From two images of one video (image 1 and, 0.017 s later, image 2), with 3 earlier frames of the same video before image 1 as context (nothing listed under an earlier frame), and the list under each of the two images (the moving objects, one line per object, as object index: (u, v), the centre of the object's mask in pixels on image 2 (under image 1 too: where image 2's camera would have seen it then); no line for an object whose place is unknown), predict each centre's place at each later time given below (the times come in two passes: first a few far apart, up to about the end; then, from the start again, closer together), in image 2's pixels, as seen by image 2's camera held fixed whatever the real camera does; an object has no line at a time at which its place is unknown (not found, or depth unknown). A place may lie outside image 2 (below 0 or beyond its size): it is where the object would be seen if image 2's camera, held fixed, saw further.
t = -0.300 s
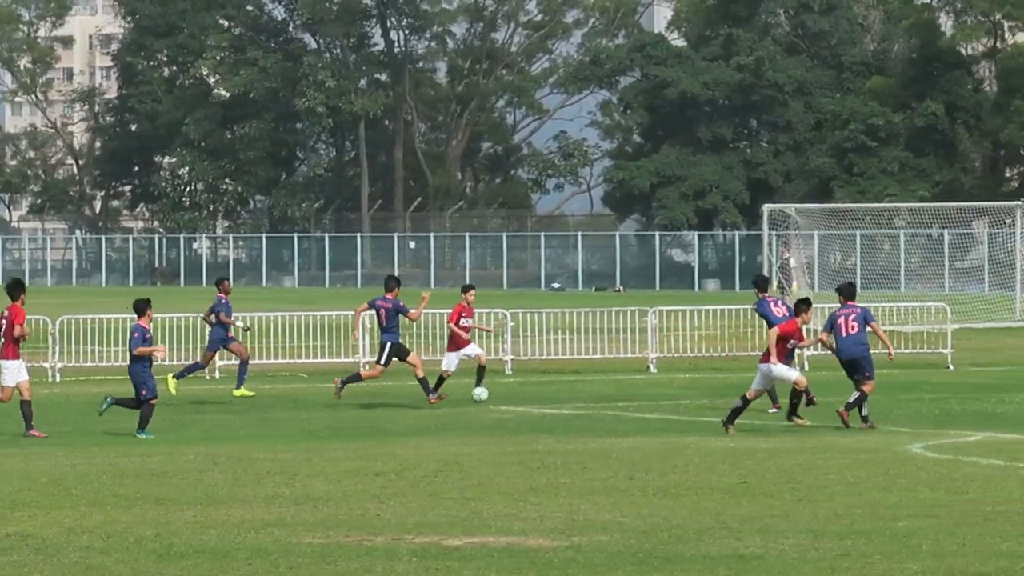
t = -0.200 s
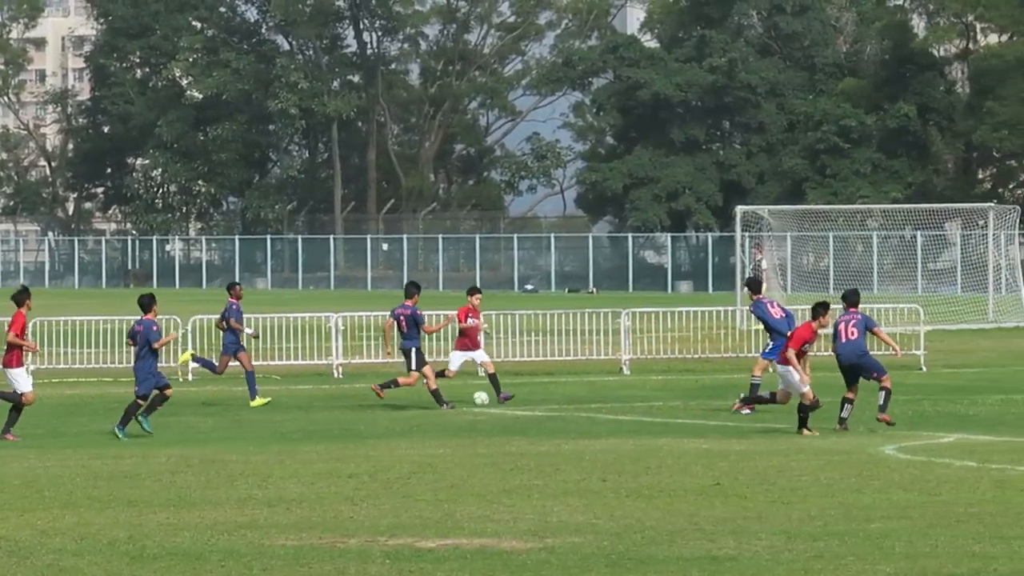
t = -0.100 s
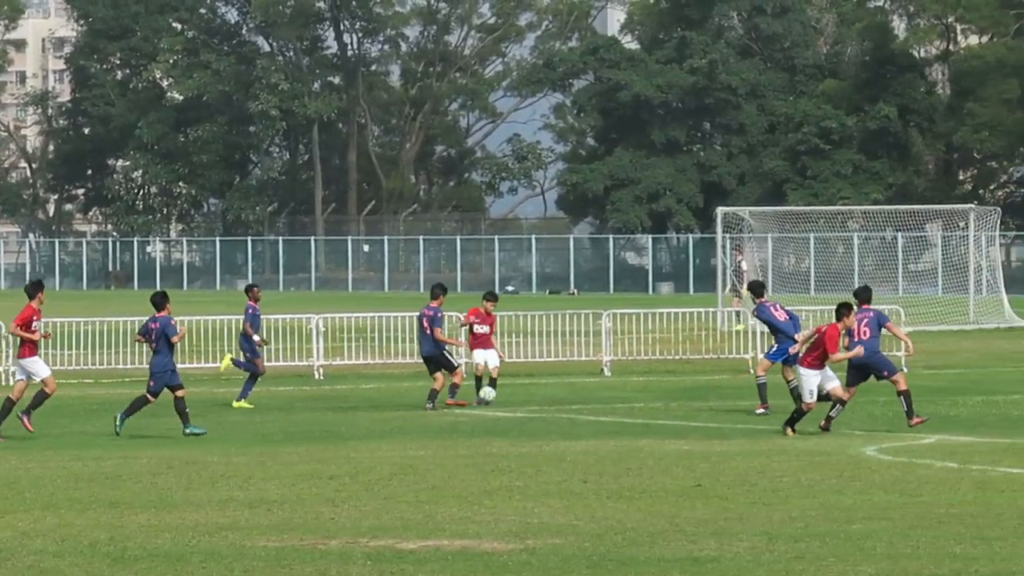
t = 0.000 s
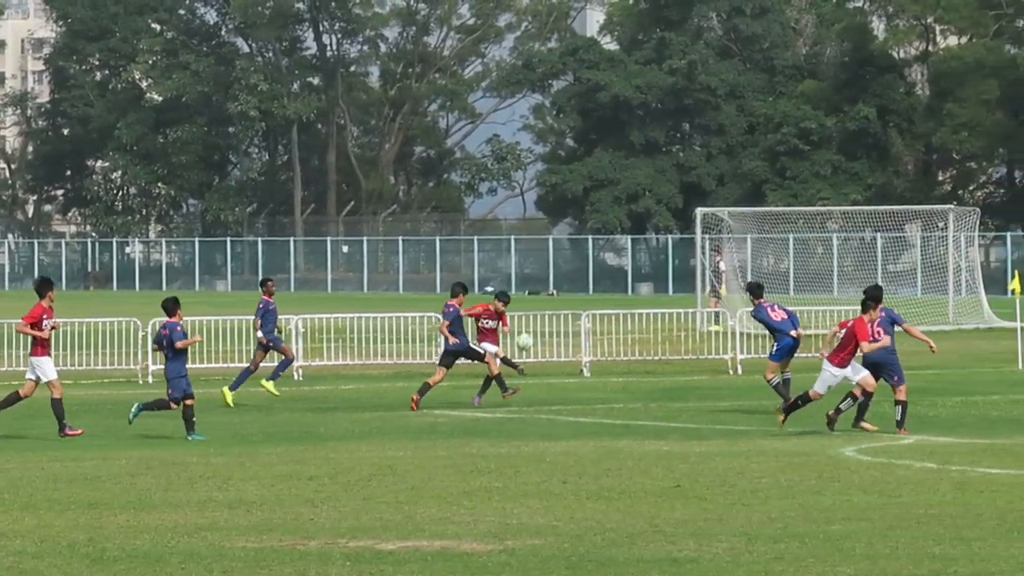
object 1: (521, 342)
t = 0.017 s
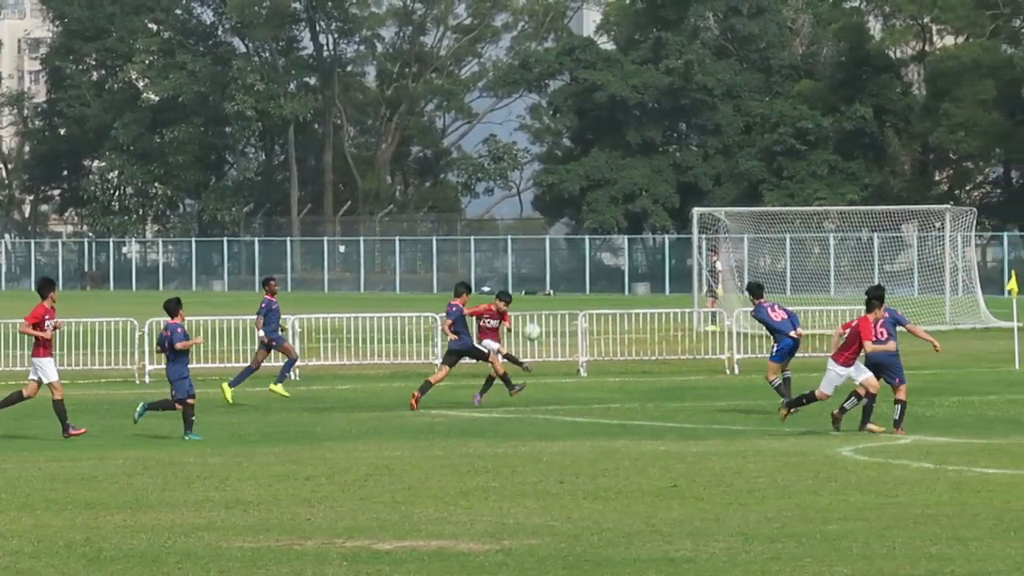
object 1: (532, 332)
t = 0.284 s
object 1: (704, 195)
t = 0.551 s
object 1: (884, 100)
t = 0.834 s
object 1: (1092, 36)
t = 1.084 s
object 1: (1300, 27)
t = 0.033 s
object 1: (543, 322)
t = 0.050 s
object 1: (553, 313)
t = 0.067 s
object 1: (564, 303)
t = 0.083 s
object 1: (575, 294)
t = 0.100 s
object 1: (585, 285)
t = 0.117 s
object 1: (596, 276)
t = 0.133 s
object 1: (607, 267)
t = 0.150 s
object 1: (617, 259)
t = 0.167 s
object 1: (628, 250)
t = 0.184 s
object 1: (639, 242)
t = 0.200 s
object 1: (650, 233)
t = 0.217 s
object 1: (660, 225)
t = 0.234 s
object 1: (672, 217)
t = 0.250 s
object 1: (682, 211)
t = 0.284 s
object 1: (704, 195)
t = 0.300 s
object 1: (715, 188)
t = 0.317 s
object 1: (726, 181)
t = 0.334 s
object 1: (737, 174)
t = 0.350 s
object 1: (748, 167)
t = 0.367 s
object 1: (759, 161)
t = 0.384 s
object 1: (770, 154)
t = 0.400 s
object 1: (781, 148)
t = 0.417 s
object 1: (792, 142)
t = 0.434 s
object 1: (804, 136)
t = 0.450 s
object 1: (815, 131)
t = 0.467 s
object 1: (827, 125)
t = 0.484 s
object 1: (838, 119)
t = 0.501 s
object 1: (850, 114)
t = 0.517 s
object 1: (861, 109)
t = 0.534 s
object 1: (872, 104)
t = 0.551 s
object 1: (884, 100)
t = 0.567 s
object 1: (896, 95)
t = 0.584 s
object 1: (907, 90)
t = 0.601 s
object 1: (919, 85)
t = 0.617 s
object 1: (931, 81)
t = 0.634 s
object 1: (942, 77)
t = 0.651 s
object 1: (955, 74)
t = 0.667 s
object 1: (967, 69)
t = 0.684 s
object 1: (978, 66)
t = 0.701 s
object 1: (991, 62)
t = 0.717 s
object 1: (1003, 59)
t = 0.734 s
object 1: (1015, 55)
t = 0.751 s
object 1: (1028, 52)
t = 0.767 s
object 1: (1040, 49)
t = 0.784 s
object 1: (1053, 45)
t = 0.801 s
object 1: (1066, 42)
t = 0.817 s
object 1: (1079, 39)
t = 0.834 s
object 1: (1092, 36)
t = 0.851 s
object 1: (1105, 34)
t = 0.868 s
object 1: (1119, 32)
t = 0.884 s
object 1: (1132, 30)
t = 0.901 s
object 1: (1145, 28)
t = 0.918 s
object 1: (1158, 27)
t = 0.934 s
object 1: (1172, 25)
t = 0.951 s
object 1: (1185, 25)
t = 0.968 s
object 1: (1200, 24)
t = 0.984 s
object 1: (1213, 25)
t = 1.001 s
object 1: (1228, 24)
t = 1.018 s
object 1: (1242, 25)
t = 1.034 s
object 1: (1256, 25)
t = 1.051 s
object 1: (1269, 26)
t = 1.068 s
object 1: (1285, 26)
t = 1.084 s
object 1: (1300, 27)
